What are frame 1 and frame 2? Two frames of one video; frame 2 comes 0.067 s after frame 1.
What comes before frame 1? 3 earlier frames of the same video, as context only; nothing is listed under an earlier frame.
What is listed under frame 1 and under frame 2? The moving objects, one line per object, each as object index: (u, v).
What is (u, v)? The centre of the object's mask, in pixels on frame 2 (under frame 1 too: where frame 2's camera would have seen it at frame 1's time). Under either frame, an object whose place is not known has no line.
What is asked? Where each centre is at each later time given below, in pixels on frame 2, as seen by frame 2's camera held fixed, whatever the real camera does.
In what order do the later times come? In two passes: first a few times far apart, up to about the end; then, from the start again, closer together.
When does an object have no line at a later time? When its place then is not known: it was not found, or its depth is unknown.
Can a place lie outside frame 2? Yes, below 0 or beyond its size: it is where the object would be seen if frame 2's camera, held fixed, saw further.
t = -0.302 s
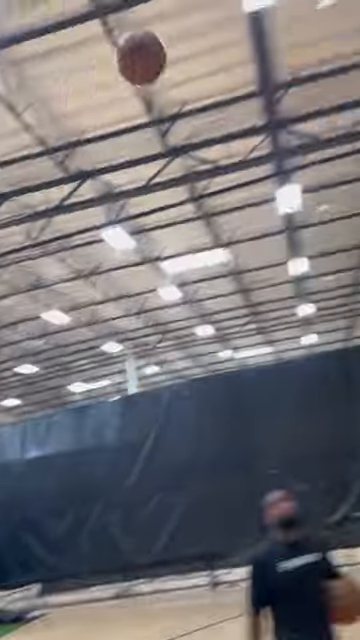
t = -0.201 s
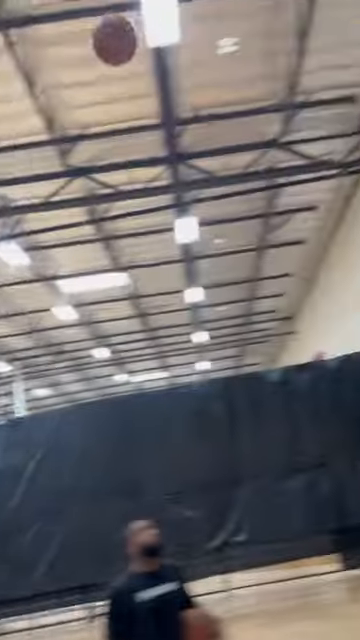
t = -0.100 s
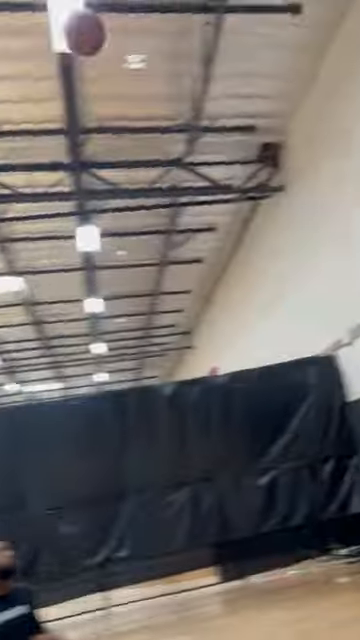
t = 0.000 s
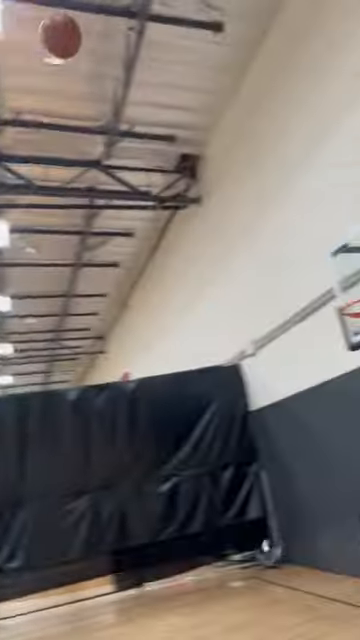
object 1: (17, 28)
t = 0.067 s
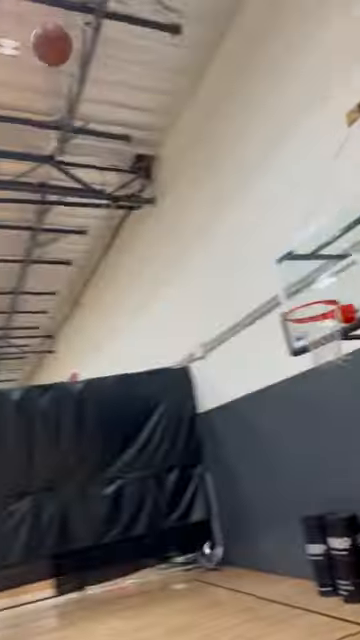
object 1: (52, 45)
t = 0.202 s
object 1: (118, 91)
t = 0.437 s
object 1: (225, 199)
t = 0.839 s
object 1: (308, 433)
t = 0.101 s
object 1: (67, 56)
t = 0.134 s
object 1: (84, 67)
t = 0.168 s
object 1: (100, 78)
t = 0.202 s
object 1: (118, 91)
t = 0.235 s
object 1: (134, 103)
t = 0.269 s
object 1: (149, 117)
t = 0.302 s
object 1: (166, 132)
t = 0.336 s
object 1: (181, 147)
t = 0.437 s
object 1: (225, 199)
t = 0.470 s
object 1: (239, 216)
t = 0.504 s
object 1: (253, 236)
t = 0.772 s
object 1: (307, 390)
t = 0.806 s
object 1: (307, 411)
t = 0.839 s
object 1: (308, 433)
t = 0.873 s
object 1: (309, 458)
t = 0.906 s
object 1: (310, 484)
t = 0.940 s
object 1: (312, 512)
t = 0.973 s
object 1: (313, 543)
